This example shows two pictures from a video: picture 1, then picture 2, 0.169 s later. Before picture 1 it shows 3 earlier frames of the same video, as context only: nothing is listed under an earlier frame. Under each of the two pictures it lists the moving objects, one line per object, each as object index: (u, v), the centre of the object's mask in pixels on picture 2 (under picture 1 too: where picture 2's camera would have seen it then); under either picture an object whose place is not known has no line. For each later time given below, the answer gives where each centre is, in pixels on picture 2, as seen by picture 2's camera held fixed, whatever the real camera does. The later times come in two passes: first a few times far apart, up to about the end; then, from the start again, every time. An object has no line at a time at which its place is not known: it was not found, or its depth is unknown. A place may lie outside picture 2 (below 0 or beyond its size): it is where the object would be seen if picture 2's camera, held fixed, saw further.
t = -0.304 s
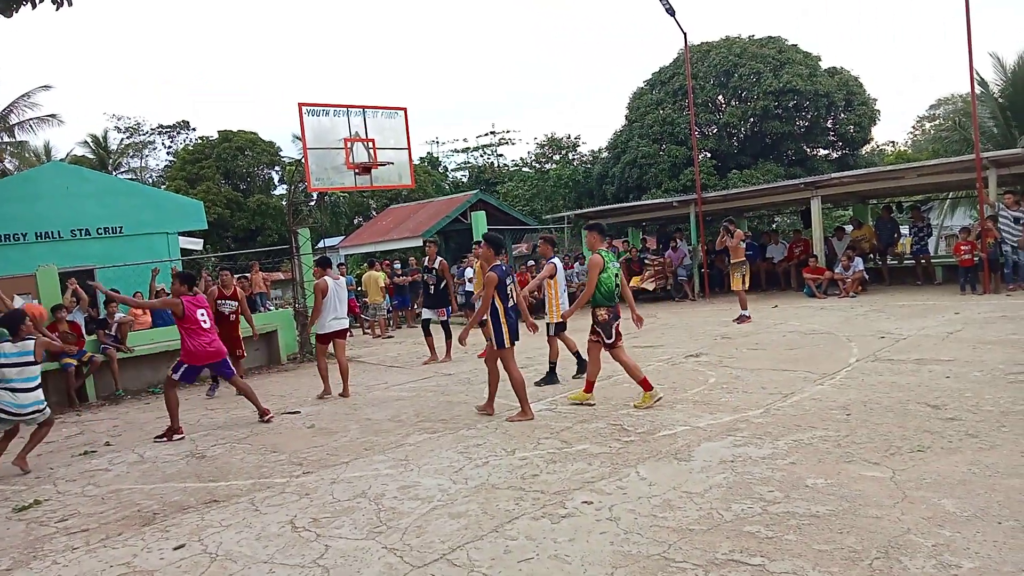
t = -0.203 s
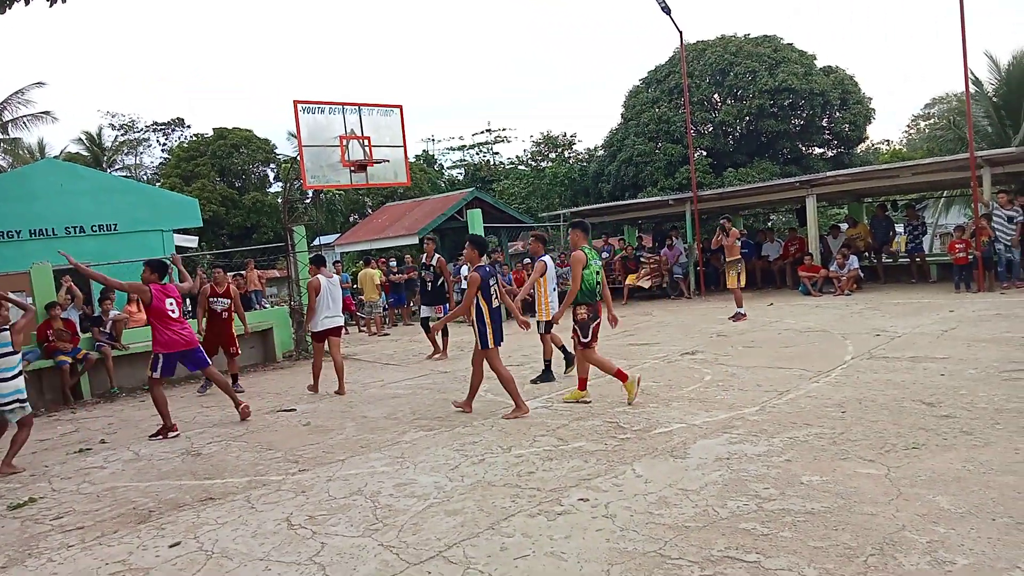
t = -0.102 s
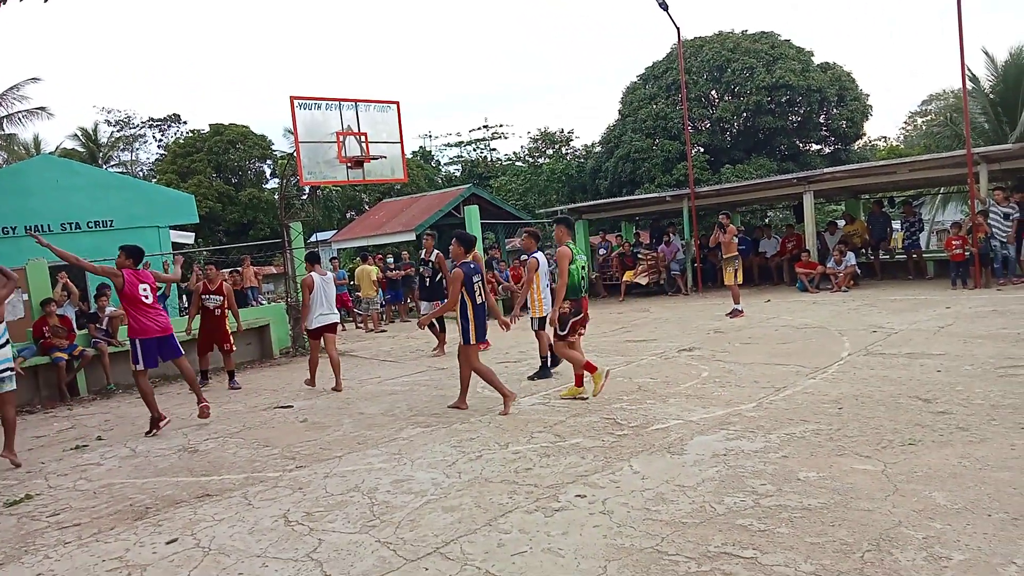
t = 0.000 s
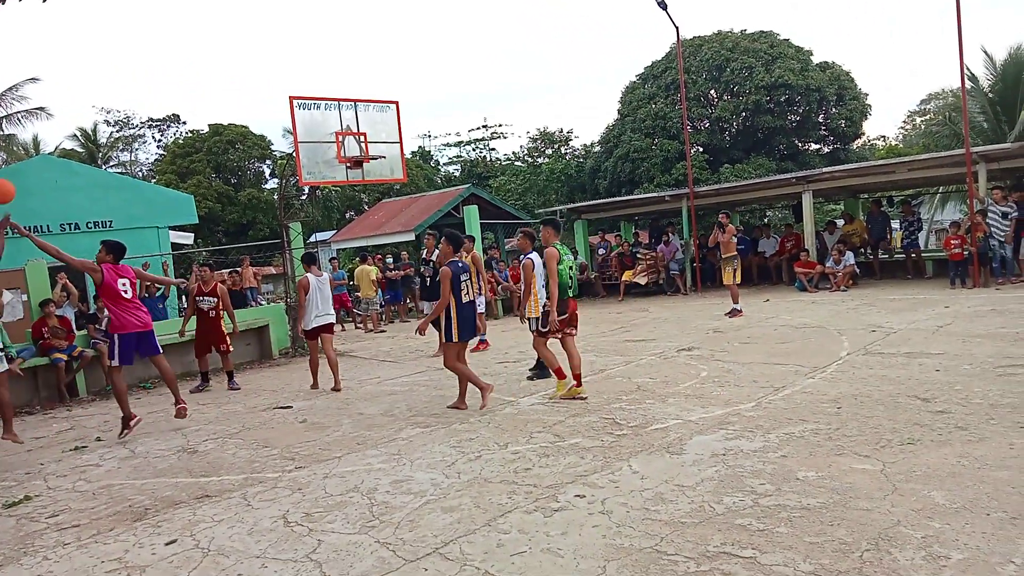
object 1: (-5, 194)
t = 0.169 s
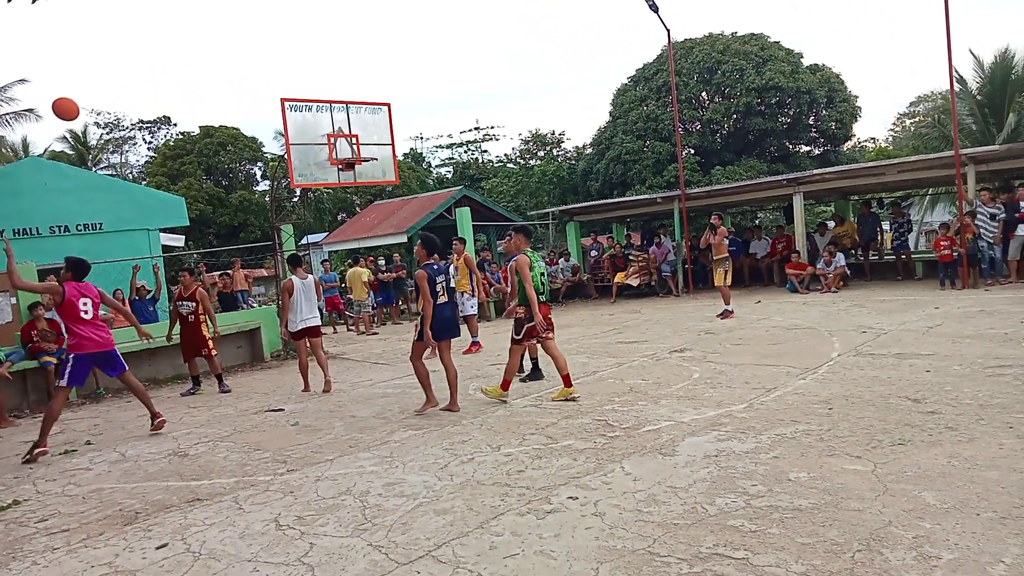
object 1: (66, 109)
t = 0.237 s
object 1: (94, 87)
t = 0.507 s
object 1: (199, 50)
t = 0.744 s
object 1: (277, 72)
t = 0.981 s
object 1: (344, 132)
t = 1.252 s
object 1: (391, 142)
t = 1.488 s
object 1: (429, 167)
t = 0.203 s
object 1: (80, 97)
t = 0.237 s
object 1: (94, 87)
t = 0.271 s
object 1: (108, 77)
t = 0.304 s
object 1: (122, 70)
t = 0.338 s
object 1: (136, 64)
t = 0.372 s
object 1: (149, 58)
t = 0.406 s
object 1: (162, 55)
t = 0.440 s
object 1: (174, 52)
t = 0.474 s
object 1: (187, 50)
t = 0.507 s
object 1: (199, 50)
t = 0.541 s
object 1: (211, 50)
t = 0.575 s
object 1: (222, 52)
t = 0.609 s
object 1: (234, 54)
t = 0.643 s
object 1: (244, 58)
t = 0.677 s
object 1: (256, 62)
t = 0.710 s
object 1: (266, 67)
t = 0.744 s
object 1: (277, 72)
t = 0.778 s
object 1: (287, 79)
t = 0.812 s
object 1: (297, 86)
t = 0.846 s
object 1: (307, 94)
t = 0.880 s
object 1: (317, 103)
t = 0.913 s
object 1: (326, 112)
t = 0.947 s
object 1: (336, 122)
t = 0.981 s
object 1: (344, 132)
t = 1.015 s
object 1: (353, 143)
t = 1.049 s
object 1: (360, 150)
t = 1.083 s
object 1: (365, 147)
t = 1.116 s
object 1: (371, 144)
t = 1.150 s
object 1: (376, 142)
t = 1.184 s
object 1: (381, 141)
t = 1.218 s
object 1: (386, 141)
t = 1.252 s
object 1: (391, 142)
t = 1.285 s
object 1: (397, 143)
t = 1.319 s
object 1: (402, 145)
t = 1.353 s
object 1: (408, 149)
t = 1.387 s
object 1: (413, 152)
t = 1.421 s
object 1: (418, 156)
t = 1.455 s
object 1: (424, 162)
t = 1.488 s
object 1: (429, 167)
